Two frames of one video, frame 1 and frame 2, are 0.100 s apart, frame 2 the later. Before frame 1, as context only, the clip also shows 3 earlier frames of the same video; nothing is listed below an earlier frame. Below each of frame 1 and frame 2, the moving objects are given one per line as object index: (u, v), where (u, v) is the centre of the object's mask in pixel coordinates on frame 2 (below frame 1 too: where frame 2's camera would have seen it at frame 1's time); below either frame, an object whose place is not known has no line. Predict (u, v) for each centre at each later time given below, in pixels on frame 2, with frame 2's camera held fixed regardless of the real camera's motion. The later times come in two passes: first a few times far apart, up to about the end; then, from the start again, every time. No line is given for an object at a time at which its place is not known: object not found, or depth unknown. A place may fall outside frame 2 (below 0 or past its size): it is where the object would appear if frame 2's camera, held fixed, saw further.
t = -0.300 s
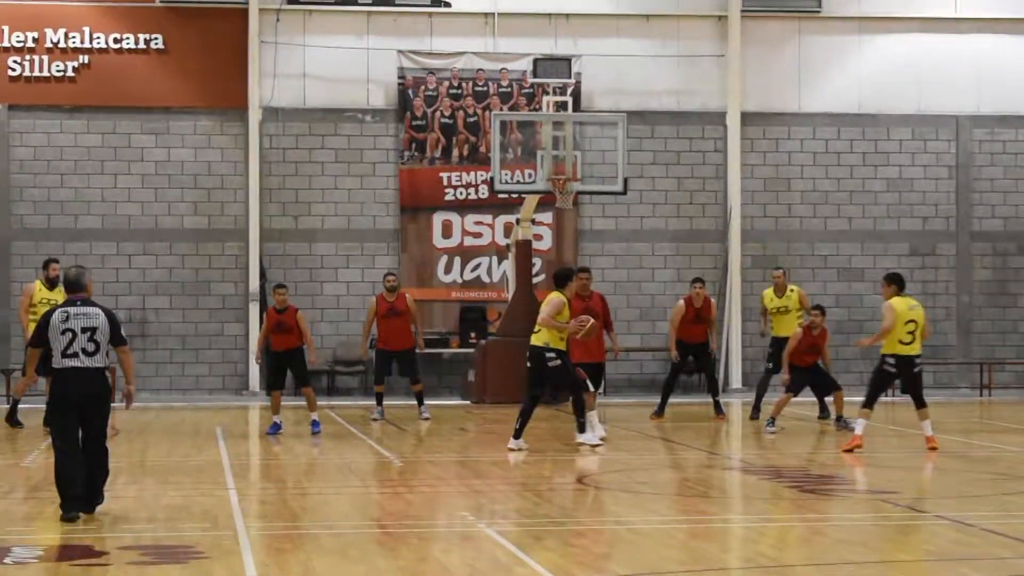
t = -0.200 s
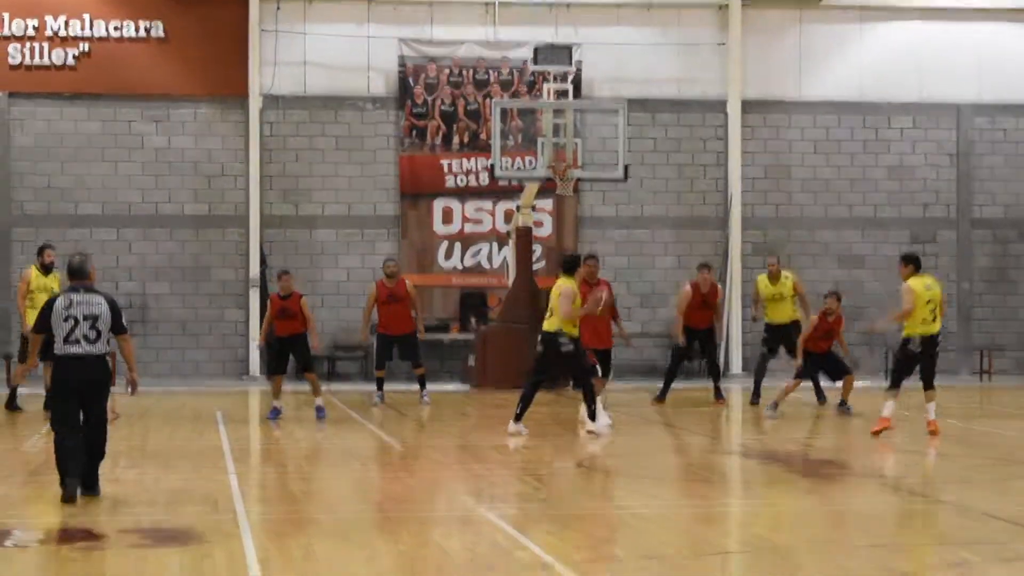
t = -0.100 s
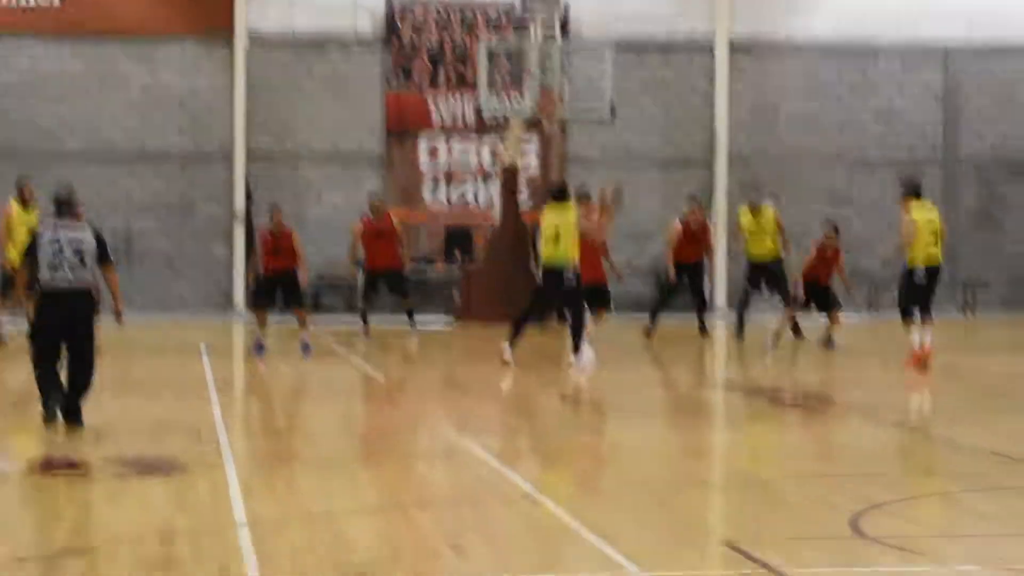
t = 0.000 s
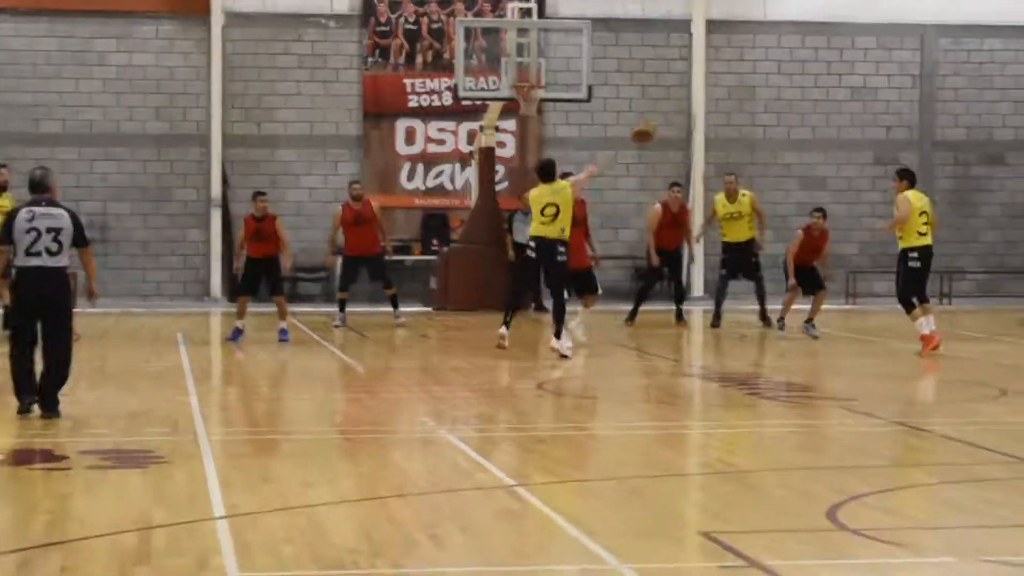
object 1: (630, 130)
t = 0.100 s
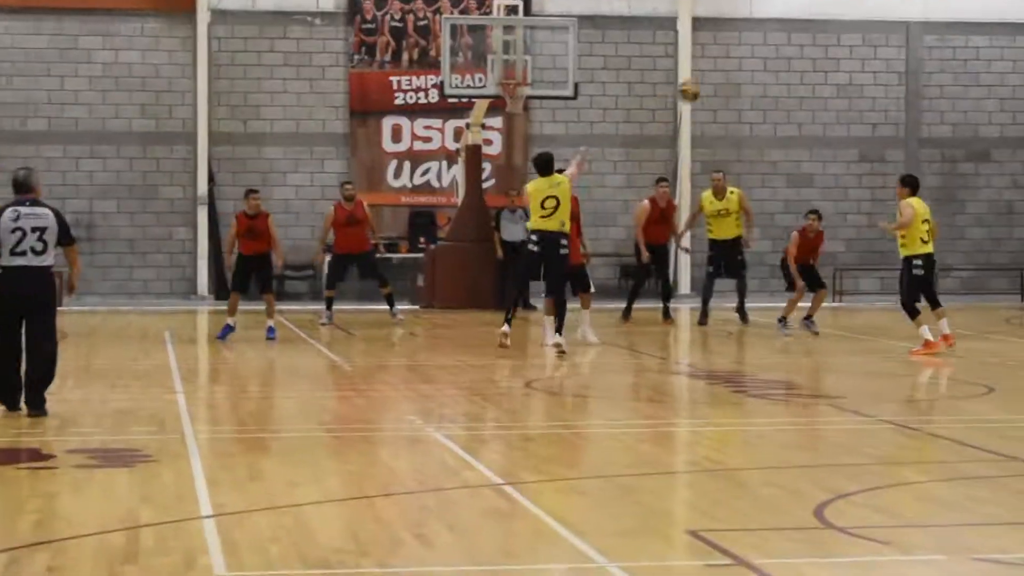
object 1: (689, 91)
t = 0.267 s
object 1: (779, 50)
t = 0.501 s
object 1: (891, 37)
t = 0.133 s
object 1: (708, 81)
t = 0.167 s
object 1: (727, 72)
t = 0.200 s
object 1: (744, 63)
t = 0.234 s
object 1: (762, 55)
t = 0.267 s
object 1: (779, 50)
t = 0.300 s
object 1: (797, 46)
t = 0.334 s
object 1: (813, 43)
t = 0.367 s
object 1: (831, 38)
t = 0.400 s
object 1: (845, 37)
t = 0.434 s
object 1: (862, 36)
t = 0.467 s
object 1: (877, 36)
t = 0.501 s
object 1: (891, 37)
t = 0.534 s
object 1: (907, 39)
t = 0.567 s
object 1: (920, 43)
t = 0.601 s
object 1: (935, 45)
